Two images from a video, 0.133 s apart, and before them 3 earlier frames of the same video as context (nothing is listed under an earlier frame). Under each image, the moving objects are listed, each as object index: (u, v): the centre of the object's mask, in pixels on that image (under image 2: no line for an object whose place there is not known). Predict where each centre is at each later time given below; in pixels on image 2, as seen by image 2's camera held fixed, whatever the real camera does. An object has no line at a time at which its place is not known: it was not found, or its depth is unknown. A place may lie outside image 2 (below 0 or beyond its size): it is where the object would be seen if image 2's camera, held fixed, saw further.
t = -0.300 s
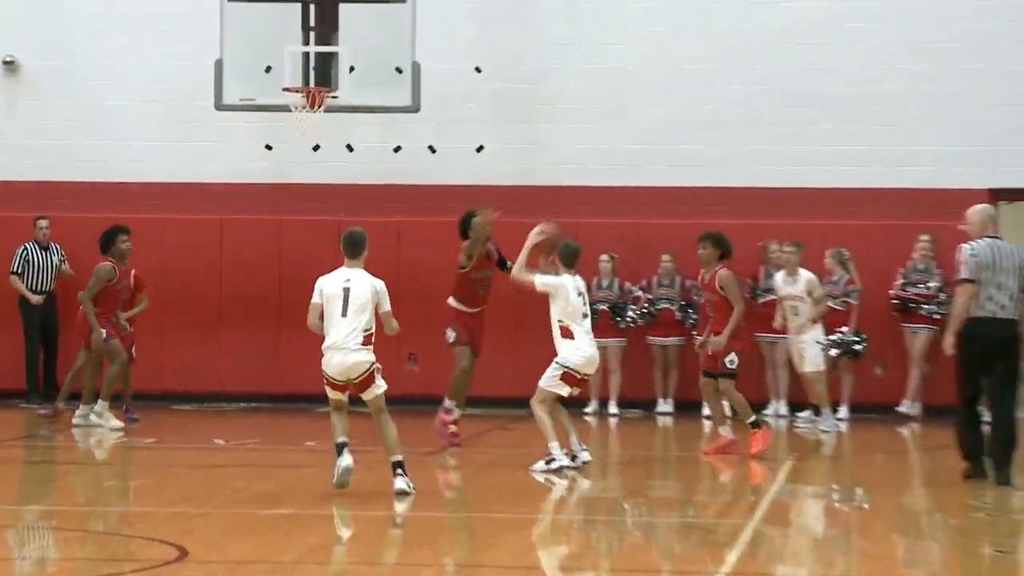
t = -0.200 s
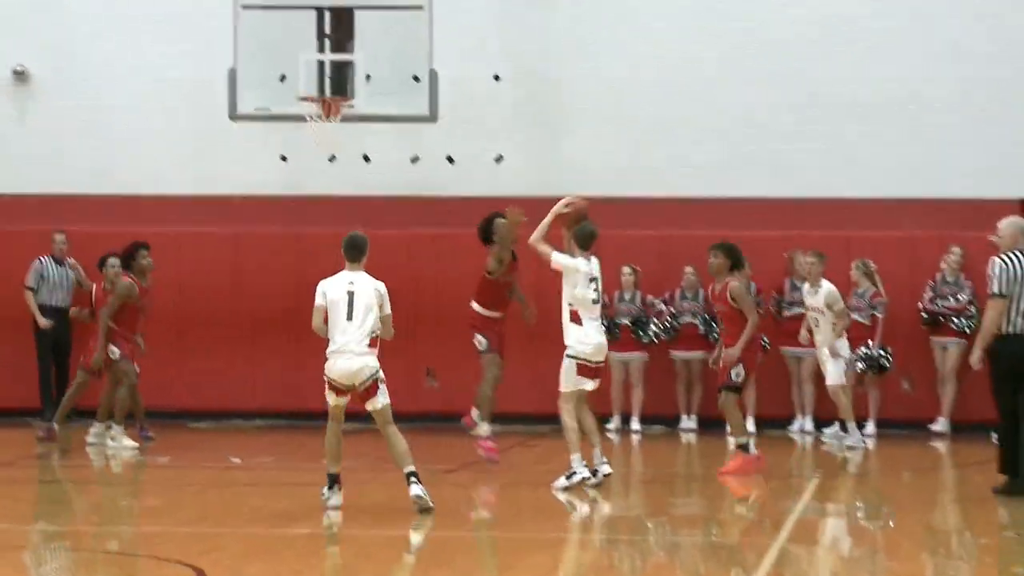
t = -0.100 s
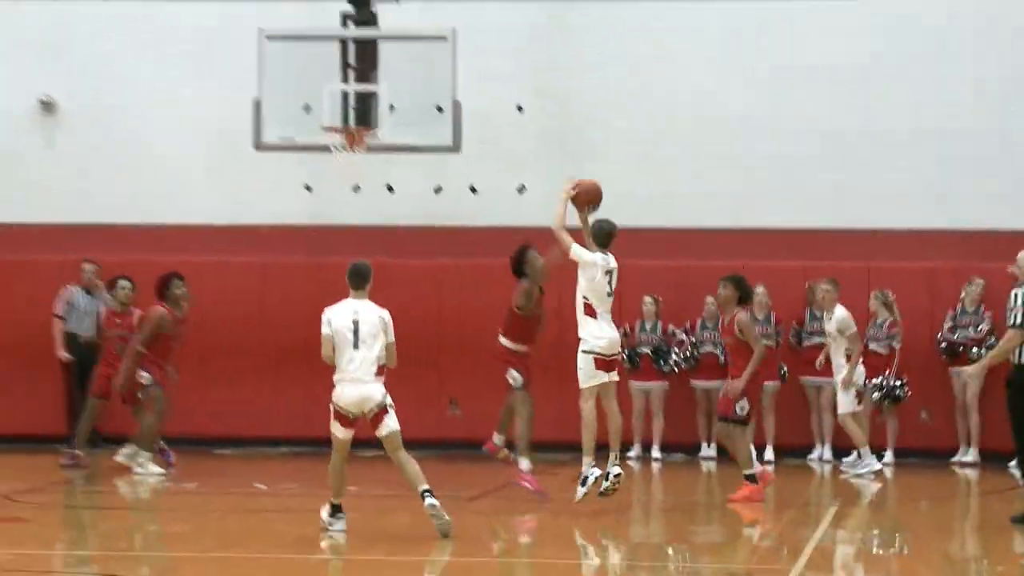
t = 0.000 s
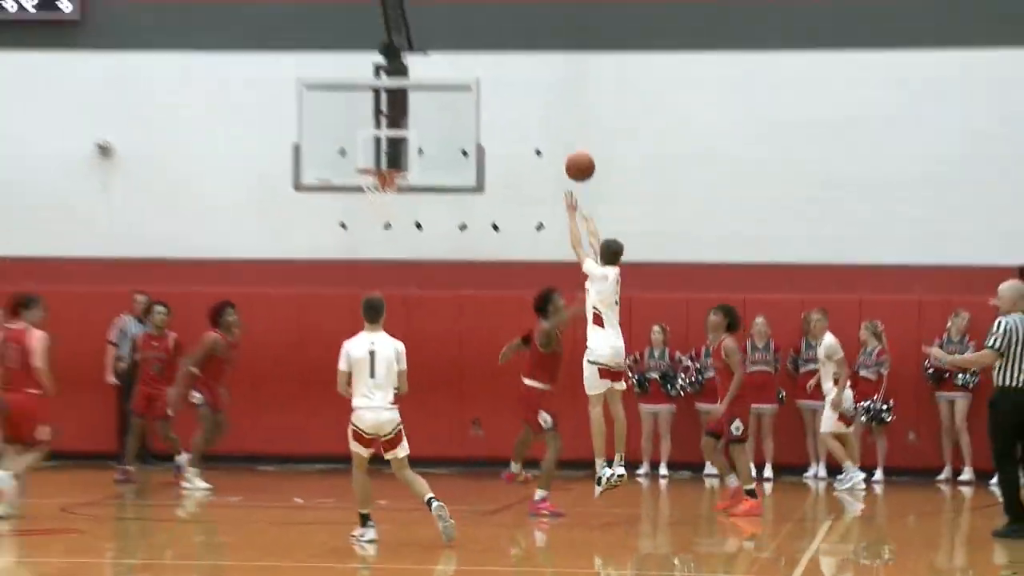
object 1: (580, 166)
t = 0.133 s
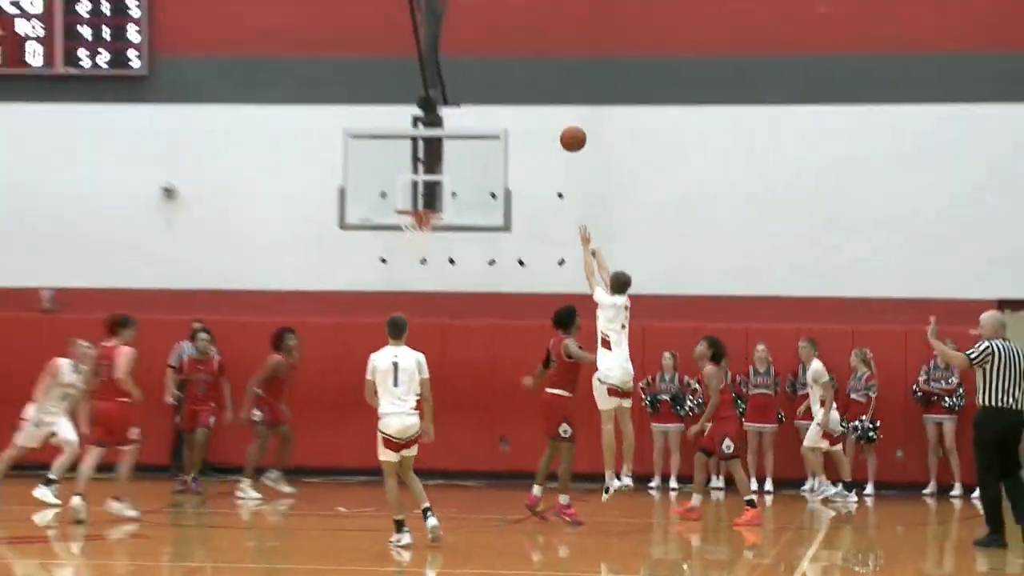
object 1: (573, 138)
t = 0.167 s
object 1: (566, 125)
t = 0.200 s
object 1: (560, 112)
